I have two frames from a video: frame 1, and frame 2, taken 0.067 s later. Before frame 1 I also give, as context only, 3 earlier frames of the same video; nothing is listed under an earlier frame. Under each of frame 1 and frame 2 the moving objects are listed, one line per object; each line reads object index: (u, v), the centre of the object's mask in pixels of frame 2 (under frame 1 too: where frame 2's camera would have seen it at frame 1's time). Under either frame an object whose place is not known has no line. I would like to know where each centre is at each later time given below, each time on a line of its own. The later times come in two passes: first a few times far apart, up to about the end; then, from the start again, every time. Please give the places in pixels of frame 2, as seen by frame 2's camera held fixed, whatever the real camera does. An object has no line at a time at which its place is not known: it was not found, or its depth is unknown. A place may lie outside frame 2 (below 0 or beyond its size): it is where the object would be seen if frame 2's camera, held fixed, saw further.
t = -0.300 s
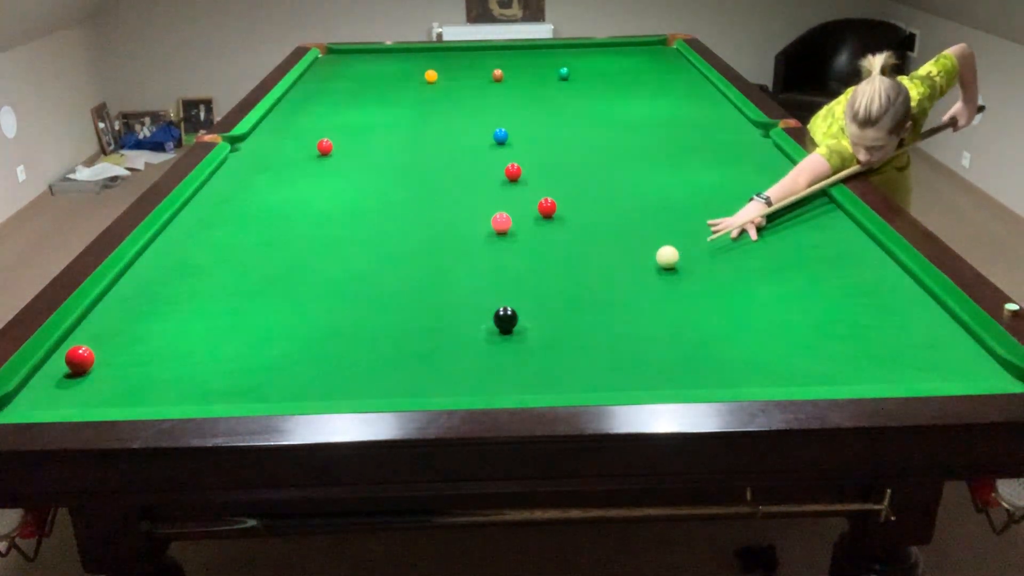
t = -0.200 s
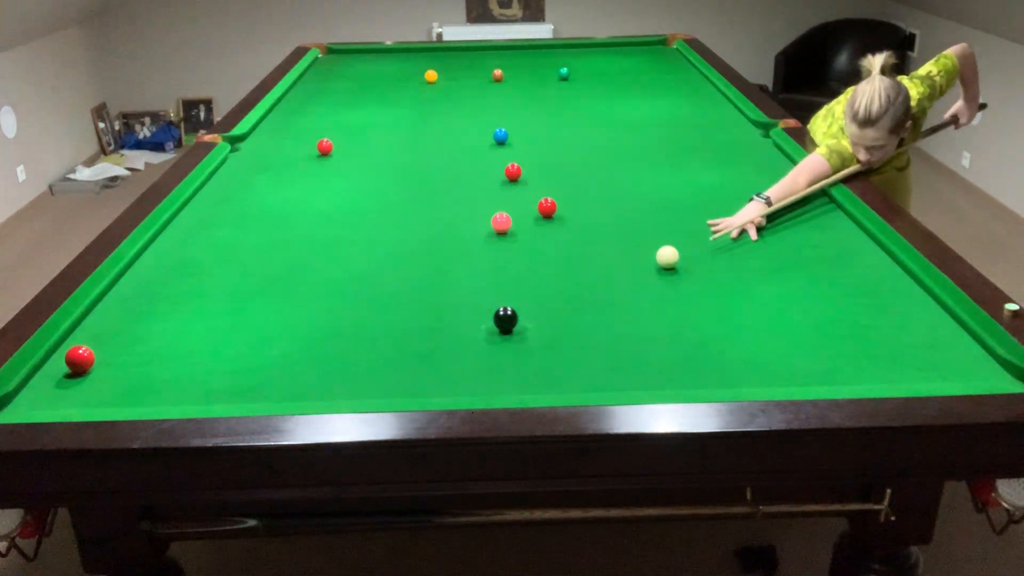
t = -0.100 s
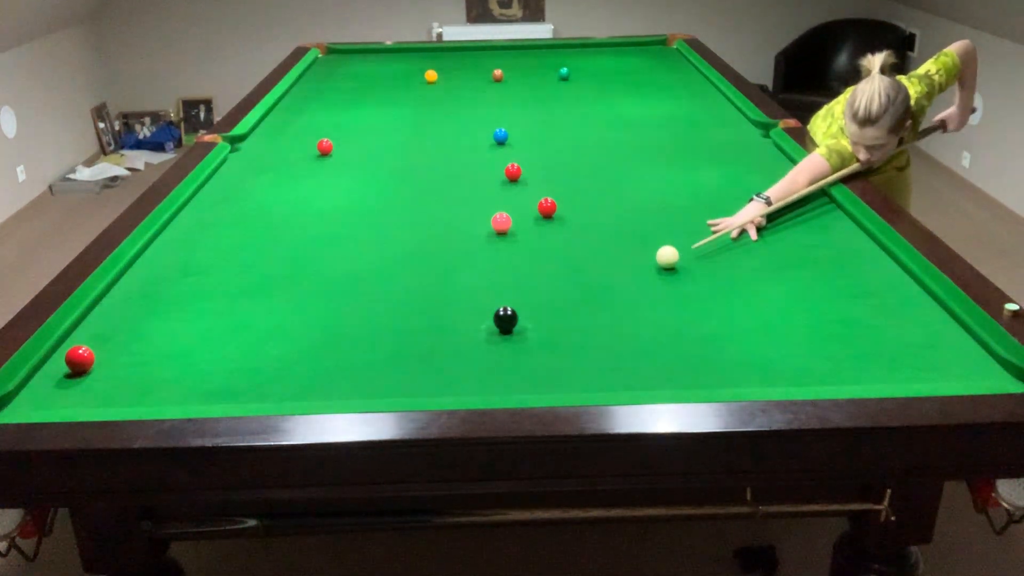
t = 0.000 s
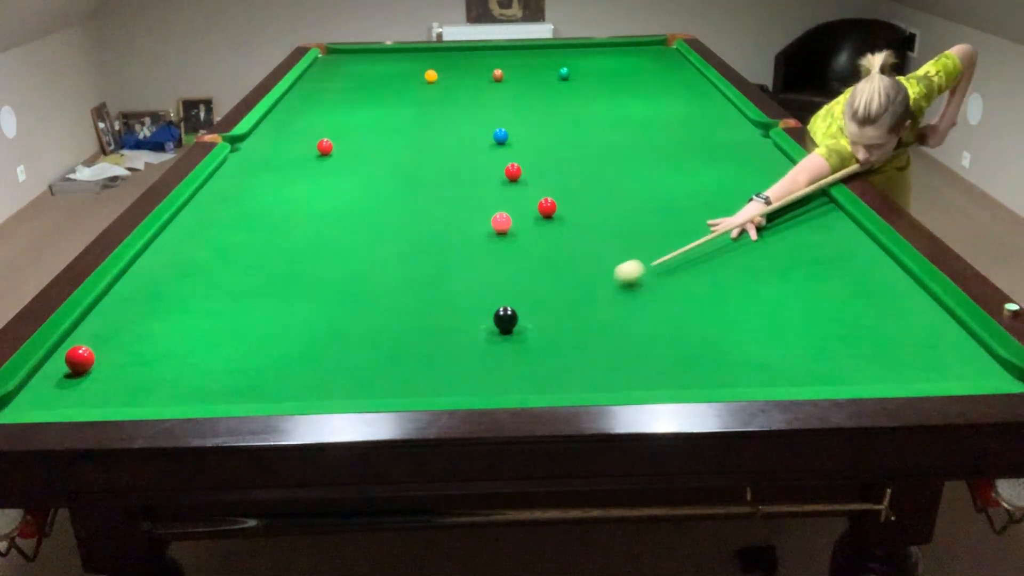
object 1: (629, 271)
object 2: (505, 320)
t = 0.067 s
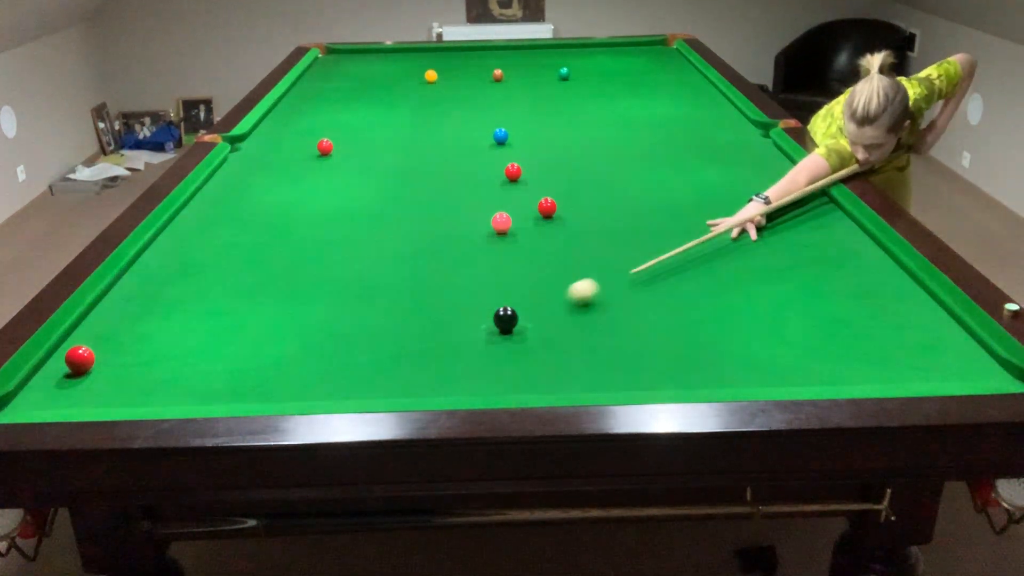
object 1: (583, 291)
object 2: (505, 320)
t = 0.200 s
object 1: (534, 322)
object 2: (458, 328)
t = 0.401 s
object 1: (547, 345)
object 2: (316, 356)
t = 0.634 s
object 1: (564, 374)
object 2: (156, 387)
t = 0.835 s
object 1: (579, 382)
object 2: (11, 409)
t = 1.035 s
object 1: (593, 368)
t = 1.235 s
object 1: (605, 354)
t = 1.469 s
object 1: (617, 339)
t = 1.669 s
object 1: (626, 329)
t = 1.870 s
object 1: (634, 319)
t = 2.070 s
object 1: (642, 310)
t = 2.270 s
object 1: (649, 303)
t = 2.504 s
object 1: (655, 295)
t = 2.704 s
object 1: (660, 290)
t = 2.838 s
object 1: (663, 287)
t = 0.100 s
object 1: (558, 301)
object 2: (506, 320)
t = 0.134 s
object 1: (535, 311)
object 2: (505, 320)
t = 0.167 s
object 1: (532, 318)
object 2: (485, 323)
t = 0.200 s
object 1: (534, 322)
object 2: (458, 328)
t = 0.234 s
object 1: (537, 326)
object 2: (433, 333)
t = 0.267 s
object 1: (539, 329)
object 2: (409, 338)
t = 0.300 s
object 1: (541, 333)
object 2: (384, 343)
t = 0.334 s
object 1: (543, 337)
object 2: (361, 347)
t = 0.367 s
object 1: (545, 341)
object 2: (340, 351)
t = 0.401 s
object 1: (547, 345)
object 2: (316, 356)
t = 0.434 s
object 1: (550, 349)
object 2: (295, 360)
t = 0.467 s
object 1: (552, 353)
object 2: (273, 365)
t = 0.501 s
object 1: (554, 358)
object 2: (250, 369)
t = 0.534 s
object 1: (557, 362)
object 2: (228, 374)
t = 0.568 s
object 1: (559, 366)
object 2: (205, 378)
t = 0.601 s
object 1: (561, 370)
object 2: (180, 383)
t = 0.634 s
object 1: (564, 374)
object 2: (156, 387)
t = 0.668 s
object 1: (566, 378)
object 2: (133, 391)
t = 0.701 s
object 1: (569, 381)
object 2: (108, 394)
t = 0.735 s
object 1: (571, 384)
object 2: (84, 397)
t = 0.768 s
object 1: (574, 386)
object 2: (60, 400)
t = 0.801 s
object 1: (577, 383)
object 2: (33, 403)
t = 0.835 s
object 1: (579, 382)
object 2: (11, 409)
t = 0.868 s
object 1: (581, 380)
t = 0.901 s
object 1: (584, 379)
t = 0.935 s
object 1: (586, 376)
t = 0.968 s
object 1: (588, 374)
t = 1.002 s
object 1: (591, 370)
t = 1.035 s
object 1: (593, 368)
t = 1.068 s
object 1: (595, 365)
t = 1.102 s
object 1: (597, 363)
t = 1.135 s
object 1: (599, 361)
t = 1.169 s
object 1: (601, 359)
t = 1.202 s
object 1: (603, 356)
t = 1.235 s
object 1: (605, 354)
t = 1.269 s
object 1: (607, 351)
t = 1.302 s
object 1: (609, 349)
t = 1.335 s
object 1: (610, 348)
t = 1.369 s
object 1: (612, 345)
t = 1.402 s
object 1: (614, 343)
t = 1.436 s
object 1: (616, 341)
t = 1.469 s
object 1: (617, 339)
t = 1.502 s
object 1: (619, 337)
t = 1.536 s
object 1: (620, 336)
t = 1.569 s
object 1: (622, 334)
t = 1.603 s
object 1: (624, 332)
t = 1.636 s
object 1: (625, 330)
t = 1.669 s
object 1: (626, 329)
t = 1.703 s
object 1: (628, 327)
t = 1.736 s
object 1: (629, 325)
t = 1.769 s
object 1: (631, 324)
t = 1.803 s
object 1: (632, 322)
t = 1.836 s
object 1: (633, 320)
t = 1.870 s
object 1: (634, 319)
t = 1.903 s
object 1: (636, 317)
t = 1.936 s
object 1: (637, 316)
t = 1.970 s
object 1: (638, 314)
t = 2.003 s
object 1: (639, 313)
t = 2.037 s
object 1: (641, 312)
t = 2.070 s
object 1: (642, 310)
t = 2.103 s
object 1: (643, 309)
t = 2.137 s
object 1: (644, 307)
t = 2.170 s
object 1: (645, 306)
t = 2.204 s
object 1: (646, 305)
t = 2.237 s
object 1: (647, 304)
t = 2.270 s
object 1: (649, 303)
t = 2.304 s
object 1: (650, 302)
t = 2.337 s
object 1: (651, 300)
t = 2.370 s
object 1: (652, 299)
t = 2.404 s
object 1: (653, 298)
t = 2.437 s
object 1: (654, 297)
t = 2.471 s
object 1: (654, 296)
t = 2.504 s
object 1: (655, 295)
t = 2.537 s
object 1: (656, 294)
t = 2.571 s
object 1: (657, 294)
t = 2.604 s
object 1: (658, 293)
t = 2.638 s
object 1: (659, 292)
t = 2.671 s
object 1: (659, 291)
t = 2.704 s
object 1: (660, 290)
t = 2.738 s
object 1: (661, 289)
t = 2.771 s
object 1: (662, 288)
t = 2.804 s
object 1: (662, 287)
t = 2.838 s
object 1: (663, 287)
